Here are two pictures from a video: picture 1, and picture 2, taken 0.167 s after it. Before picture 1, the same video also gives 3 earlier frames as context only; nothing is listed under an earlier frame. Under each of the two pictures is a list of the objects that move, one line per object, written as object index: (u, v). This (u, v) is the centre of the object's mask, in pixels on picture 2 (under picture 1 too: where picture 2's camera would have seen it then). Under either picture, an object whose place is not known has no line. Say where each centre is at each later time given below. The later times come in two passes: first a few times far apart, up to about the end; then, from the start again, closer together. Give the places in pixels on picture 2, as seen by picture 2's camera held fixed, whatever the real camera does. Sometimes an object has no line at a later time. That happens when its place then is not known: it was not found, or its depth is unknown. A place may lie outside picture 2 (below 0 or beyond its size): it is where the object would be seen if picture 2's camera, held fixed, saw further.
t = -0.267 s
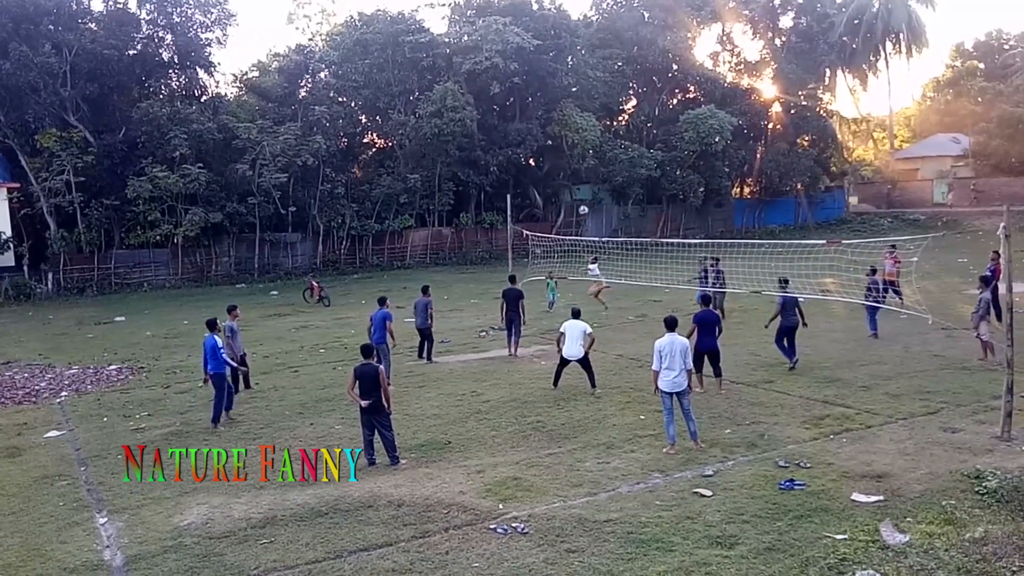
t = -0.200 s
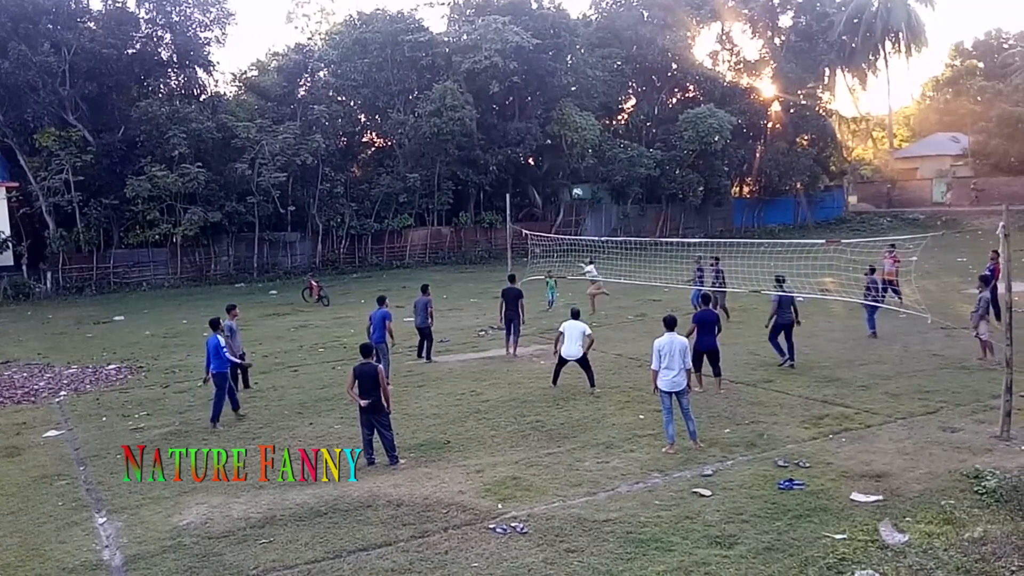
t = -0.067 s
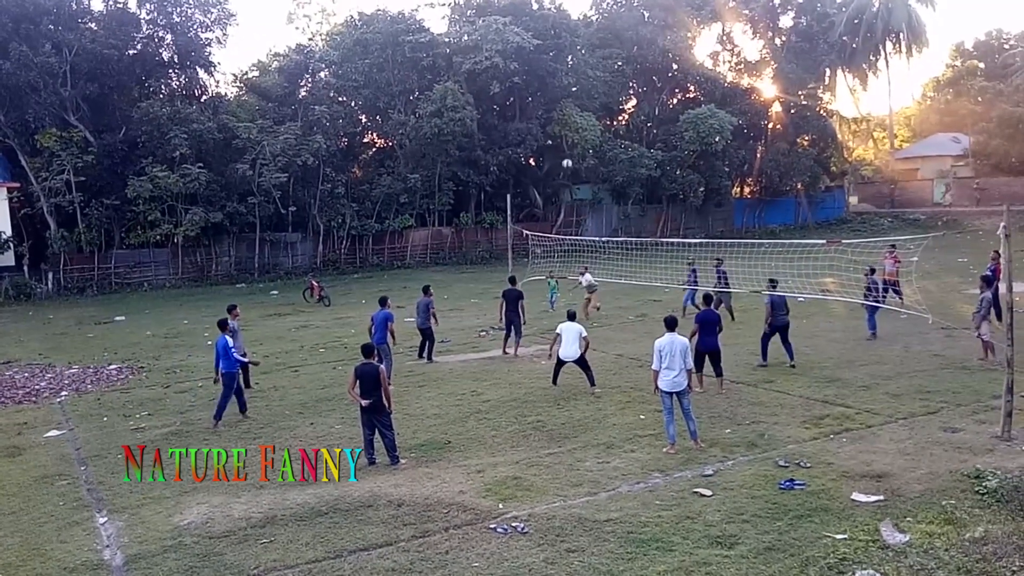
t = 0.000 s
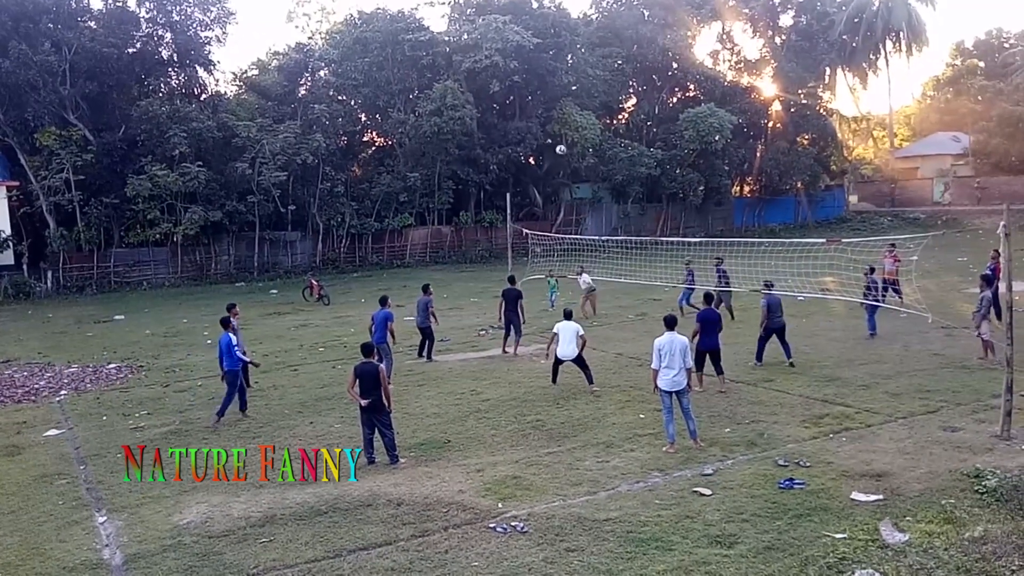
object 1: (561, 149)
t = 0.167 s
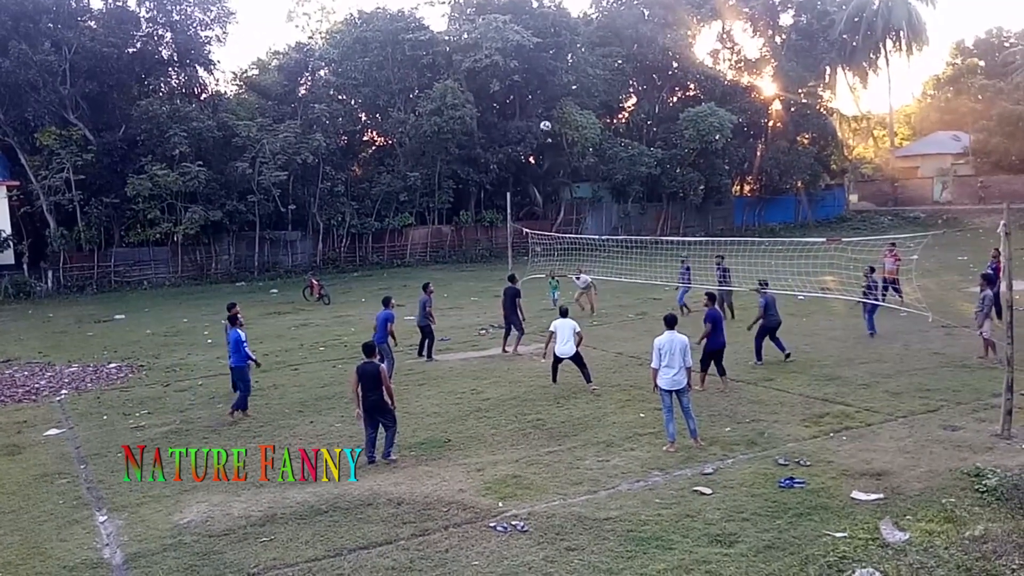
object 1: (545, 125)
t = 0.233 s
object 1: (539, 120)
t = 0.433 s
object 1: (517, 116)
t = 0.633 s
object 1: (494, 137)
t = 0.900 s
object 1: (461, 211)
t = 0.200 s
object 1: (542, 122)
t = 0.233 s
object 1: (539, 120)
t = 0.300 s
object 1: (532, 117)
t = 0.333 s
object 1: (528, 115)
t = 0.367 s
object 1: (525, 115)
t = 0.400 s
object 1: (521, 115)
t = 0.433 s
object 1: (517, 116)
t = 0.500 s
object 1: (510, 120)
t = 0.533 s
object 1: (506, 123)
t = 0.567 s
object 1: (502, 127)
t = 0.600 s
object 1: (498, 131)
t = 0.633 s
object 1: (494, 137)
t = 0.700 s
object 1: (486, 150)
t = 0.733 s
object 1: (482, 158)
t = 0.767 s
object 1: (478, 166)
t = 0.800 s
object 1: (474, 177)
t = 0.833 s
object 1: (470, 187)
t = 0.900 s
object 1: (461, 211)
